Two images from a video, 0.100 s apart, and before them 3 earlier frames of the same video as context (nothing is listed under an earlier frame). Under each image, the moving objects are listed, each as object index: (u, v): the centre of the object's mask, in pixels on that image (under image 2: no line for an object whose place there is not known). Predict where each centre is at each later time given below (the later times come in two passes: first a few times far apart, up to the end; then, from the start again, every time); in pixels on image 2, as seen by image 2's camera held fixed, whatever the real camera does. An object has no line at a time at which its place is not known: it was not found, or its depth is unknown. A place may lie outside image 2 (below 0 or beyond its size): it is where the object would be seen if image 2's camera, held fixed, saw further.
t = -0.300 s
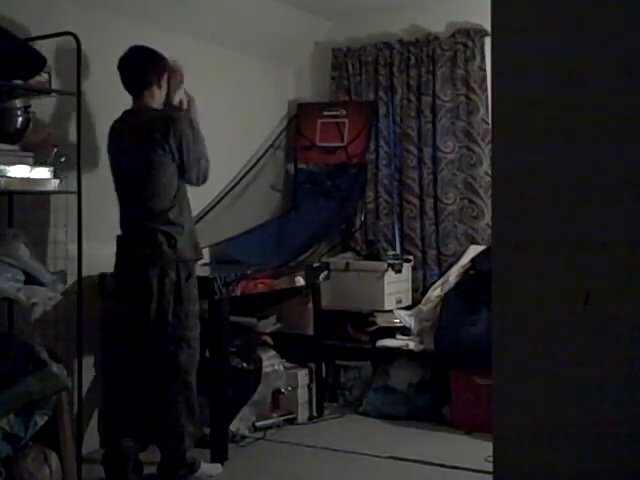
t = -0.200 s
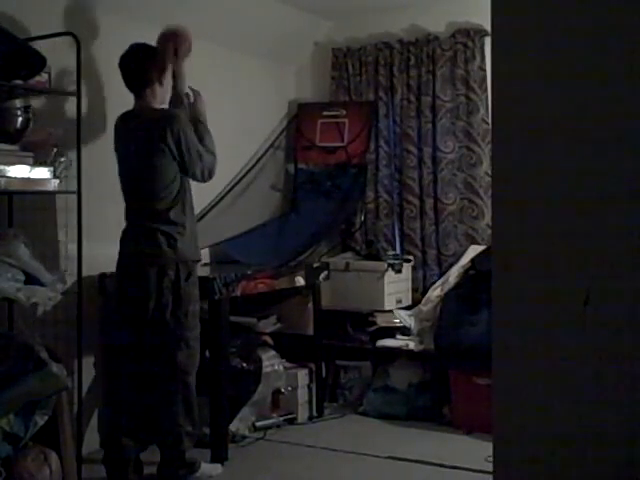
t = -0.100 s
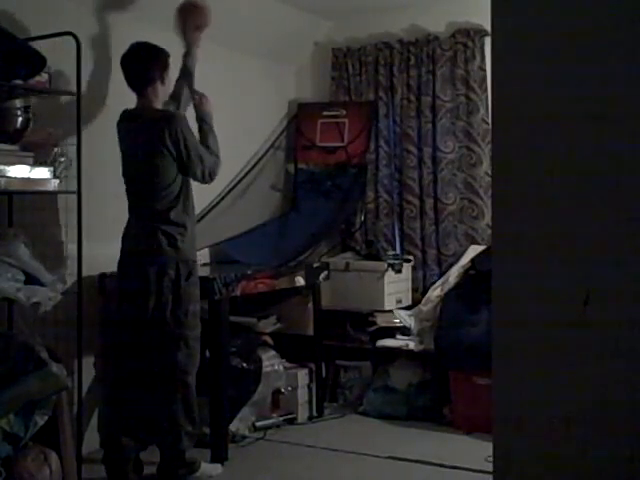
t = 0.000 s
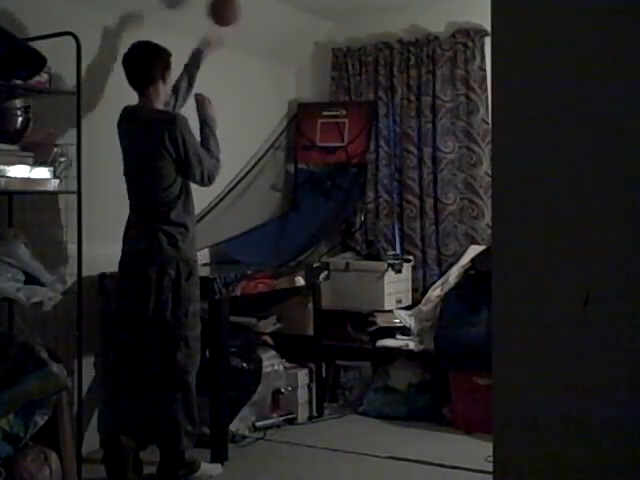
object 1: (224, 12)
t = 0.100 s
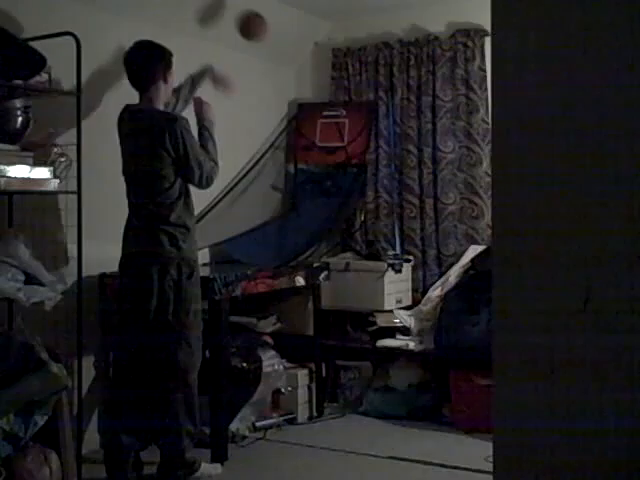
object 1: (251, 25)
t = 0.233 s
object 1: (284, 70)
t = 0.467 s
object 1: (324, 159)
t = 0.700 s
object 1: (317, 215)
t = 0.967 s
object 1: (280, 248)
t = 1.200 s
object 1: (241, 253)
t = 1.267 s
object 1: (229, 253)
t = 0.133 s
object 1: (260, 34)
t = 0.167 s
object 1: (269, 45)
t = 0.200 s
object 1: (277, 56)
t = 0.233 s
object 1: (284, 70)
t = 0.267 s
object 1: (292, 85)
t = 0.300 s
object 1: (300, 104)
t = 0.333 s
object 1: (308, 119)
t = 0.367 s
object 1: (310, 138)
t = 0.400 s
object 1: (317, 147)
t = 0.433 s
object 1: (327, 156)
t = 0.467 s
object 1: (324, 159)
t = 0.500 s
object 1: (325, 161)
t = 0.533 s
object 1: (324, 174)
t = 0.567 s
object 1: (321, 175)
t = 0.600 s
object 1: (322, 182)
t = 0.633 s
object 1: (319, 192)
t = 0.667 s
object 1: (318, 204)
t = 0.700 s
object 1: (317, 215)
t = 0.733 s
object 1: (313, 228)
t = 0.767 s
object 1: (309, 232)
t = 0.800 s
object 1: (306, 235)
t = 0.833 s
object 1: (301, 237)
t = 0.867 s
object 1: (294, 242)
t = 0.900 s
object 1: (290, 244)
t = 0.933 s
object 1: (285, 246)
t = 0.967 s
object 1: (280, 248)
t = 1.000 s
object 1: (275, 248)
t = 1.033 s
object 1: (271, 248)
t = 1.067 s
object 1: (263, 250)
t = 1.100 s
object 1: (258, 251)
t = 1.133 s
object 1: (254, 252)
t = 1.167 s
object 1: (248, 252)
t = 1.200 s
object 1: (241, 253)
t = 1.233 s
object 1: (236, 253)
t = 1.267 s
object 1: (229, 253)
